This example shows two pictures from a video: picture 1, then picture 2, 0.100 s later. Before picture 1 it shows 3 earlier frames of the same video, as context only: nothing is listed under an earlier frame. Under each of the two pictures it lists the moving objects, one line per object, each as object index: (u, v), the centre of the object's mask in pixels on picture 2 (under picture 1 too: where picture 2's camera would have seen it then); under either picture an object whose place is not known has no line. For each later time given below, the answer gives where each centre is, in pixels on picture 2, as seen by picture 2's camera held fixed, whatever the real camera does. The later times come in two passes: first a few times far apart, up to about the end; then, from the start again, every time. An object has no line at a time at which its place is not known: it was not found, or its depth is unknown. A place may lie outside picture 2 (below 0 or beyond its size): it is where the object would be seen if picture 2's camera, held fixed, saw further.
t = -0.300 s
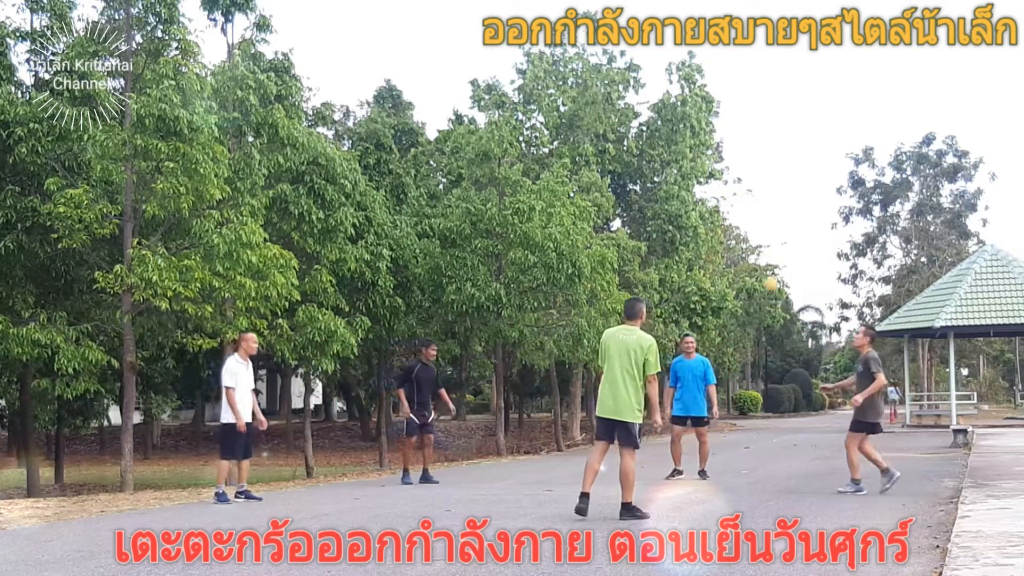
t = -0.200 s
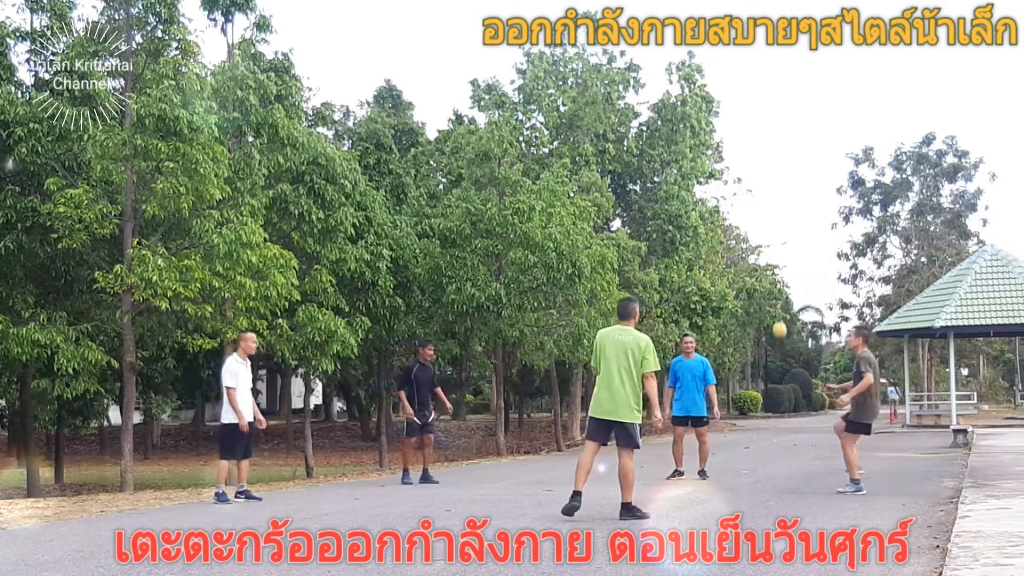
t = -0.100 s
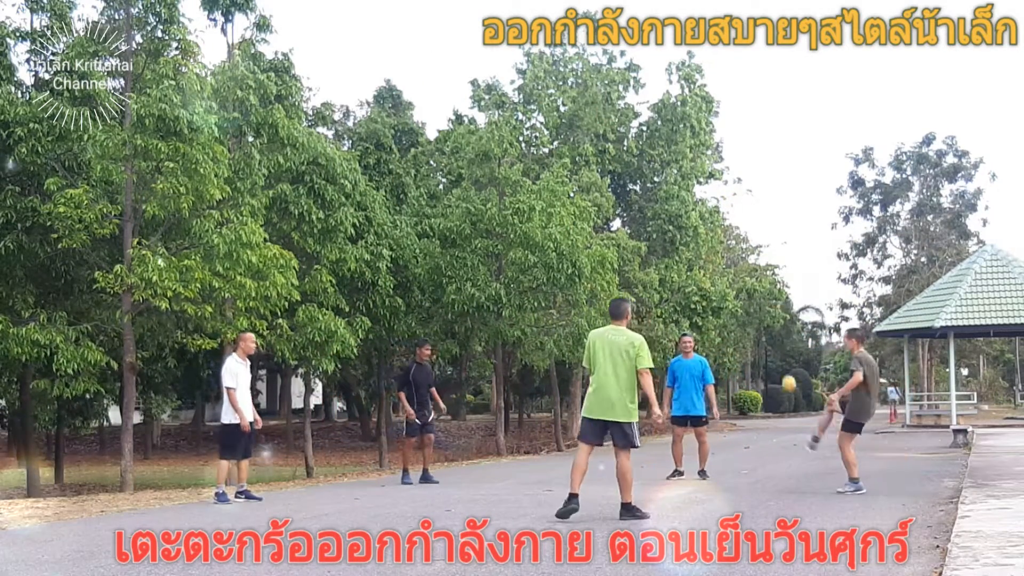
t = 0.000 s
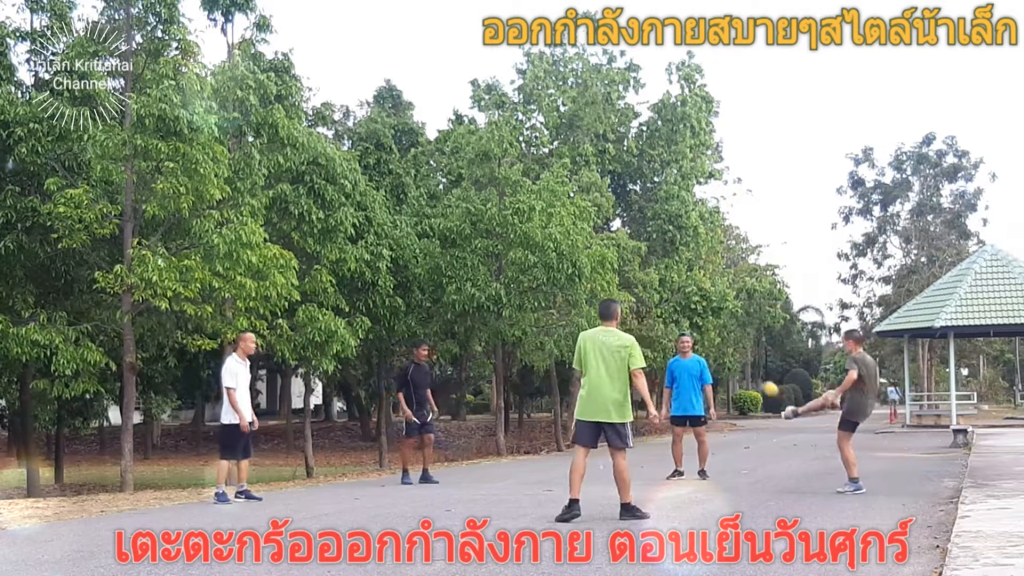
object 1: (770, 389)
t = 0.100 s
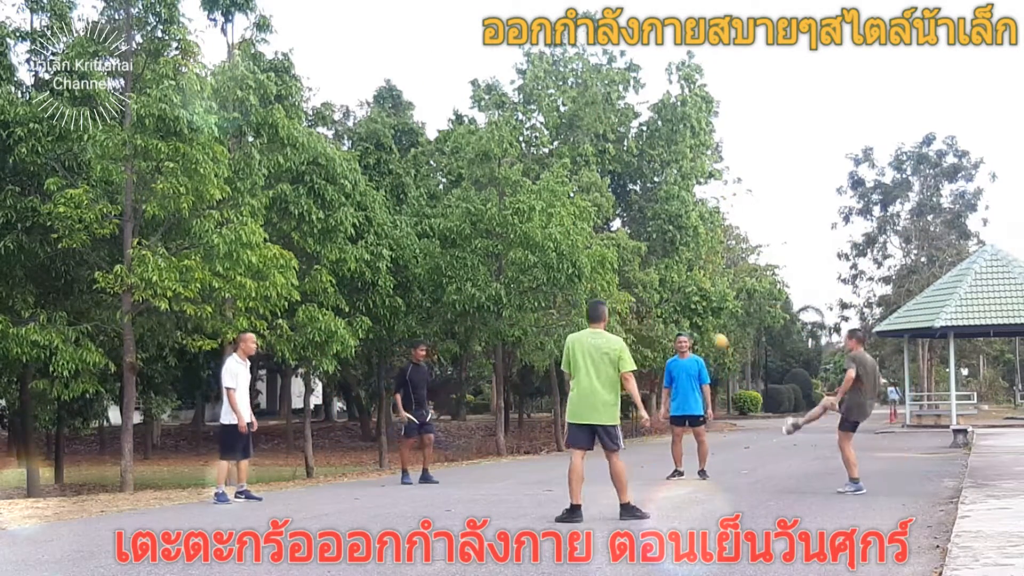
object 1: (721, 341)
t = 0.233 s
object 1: (655, 292)
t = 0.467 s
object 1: (540, 250)
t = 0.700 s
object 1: (425, 265)
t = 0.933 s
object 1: (308, 340)
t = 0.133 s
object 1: (704, 327)
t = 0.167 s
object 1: (688, 315)
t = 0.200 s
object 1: (671, 303)
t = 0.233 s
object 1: (655, 292)
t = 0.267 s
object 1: (638, 283)
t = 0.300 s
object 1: (622, 275)
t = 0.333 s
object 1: (606, 267)
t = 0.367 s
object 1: (589, 261)
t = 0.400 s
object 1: (572, 257)
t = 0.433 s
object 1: (556, 253)
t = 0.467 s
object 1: (540, 250)
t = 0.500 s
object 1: (524, 249)
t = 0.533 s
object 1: (507, 249)
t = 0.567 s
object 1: (491, 249)
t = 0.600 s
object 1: (474, 251)
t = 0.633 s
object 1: (458, 255)
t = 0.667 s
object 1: (441, 259)
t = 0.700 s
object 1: (425, 265)
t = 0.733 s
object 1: (408, 272)
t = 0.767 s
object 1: (392, 280)
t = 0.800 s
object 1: (375, 290)
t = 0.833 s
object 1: (358, 300)
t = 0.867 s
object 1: (342, 311)
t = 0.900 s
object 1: (325, 325)
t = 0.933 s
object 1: (308, 340)
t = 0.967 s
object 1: (291, 356)
